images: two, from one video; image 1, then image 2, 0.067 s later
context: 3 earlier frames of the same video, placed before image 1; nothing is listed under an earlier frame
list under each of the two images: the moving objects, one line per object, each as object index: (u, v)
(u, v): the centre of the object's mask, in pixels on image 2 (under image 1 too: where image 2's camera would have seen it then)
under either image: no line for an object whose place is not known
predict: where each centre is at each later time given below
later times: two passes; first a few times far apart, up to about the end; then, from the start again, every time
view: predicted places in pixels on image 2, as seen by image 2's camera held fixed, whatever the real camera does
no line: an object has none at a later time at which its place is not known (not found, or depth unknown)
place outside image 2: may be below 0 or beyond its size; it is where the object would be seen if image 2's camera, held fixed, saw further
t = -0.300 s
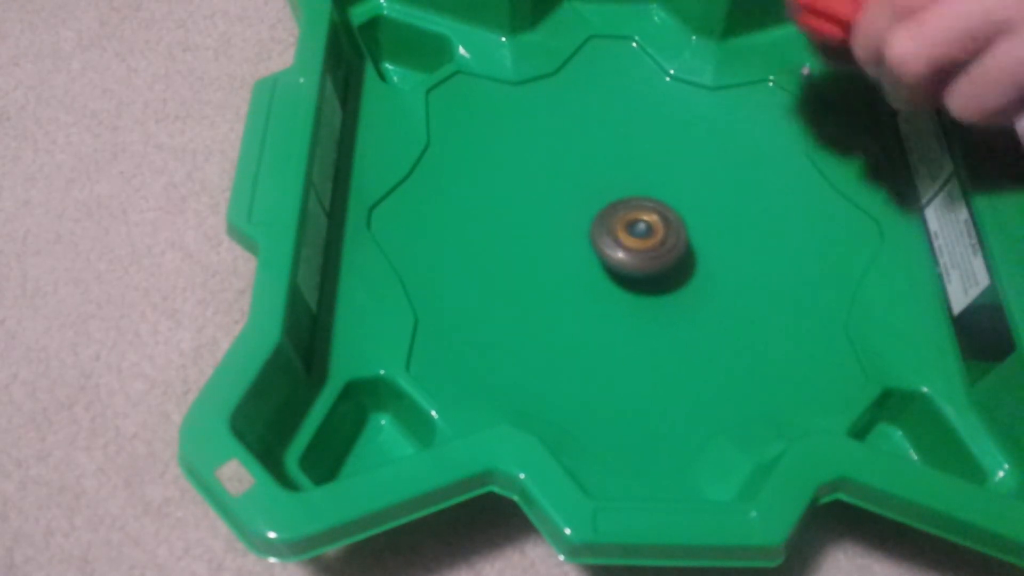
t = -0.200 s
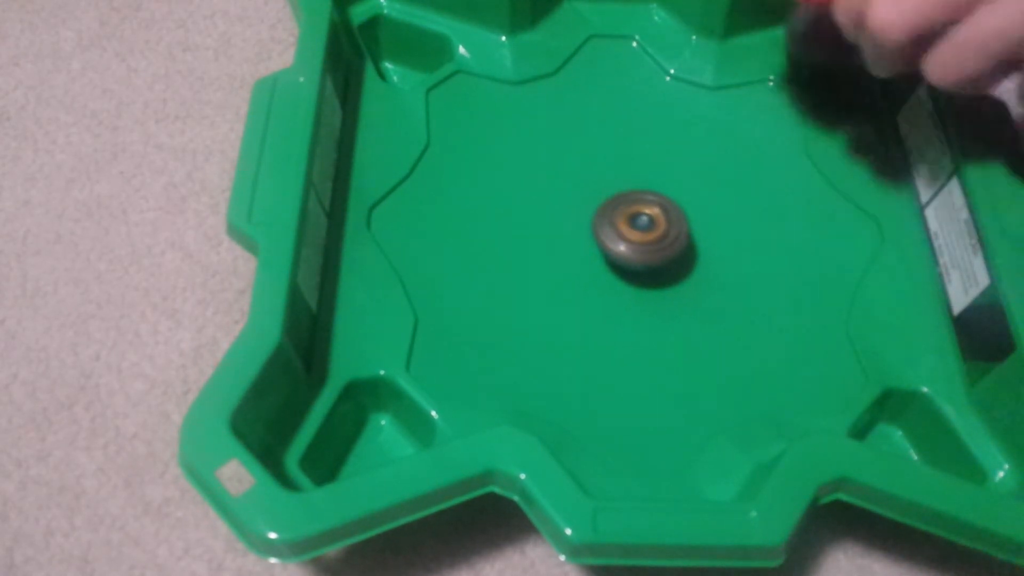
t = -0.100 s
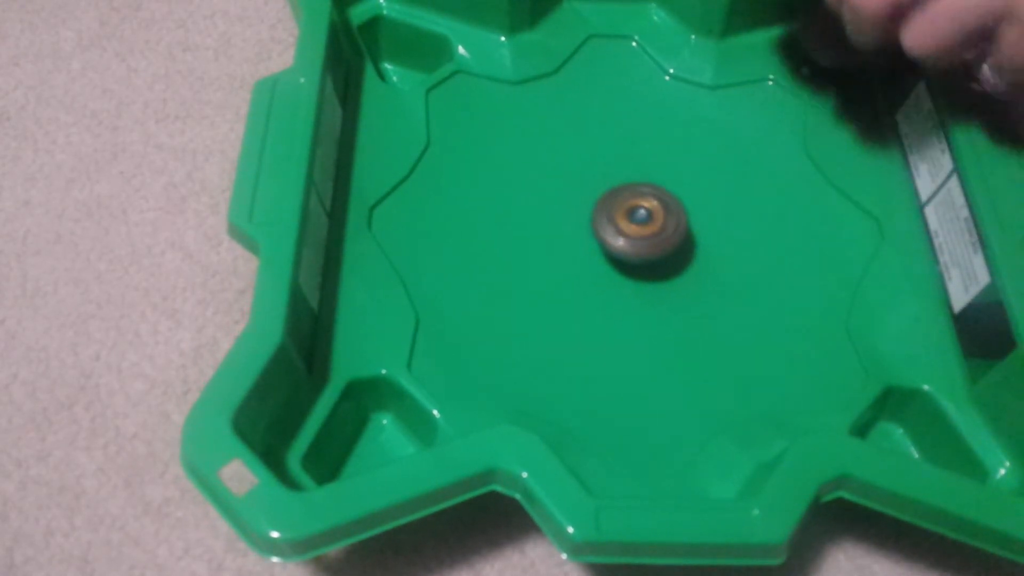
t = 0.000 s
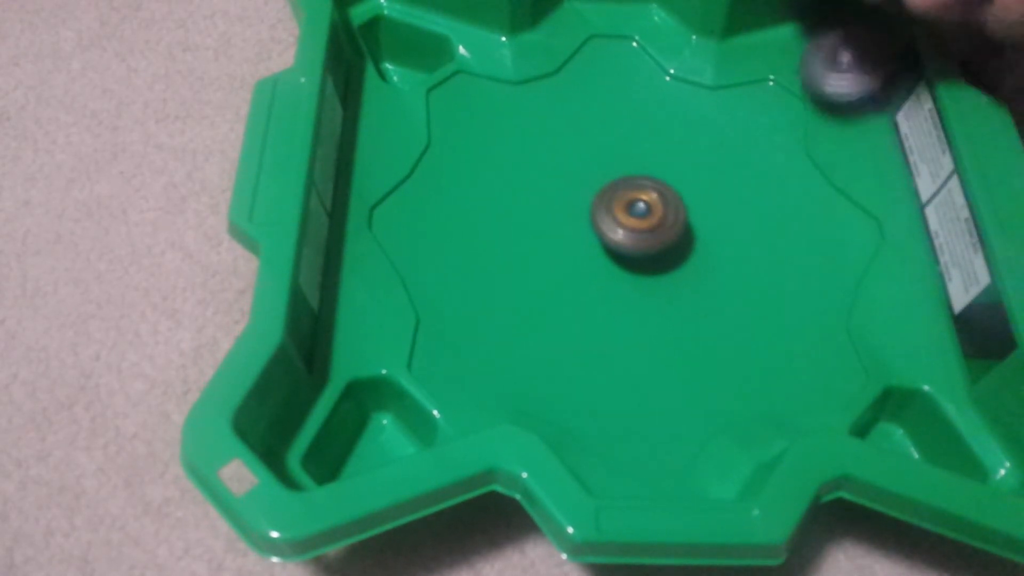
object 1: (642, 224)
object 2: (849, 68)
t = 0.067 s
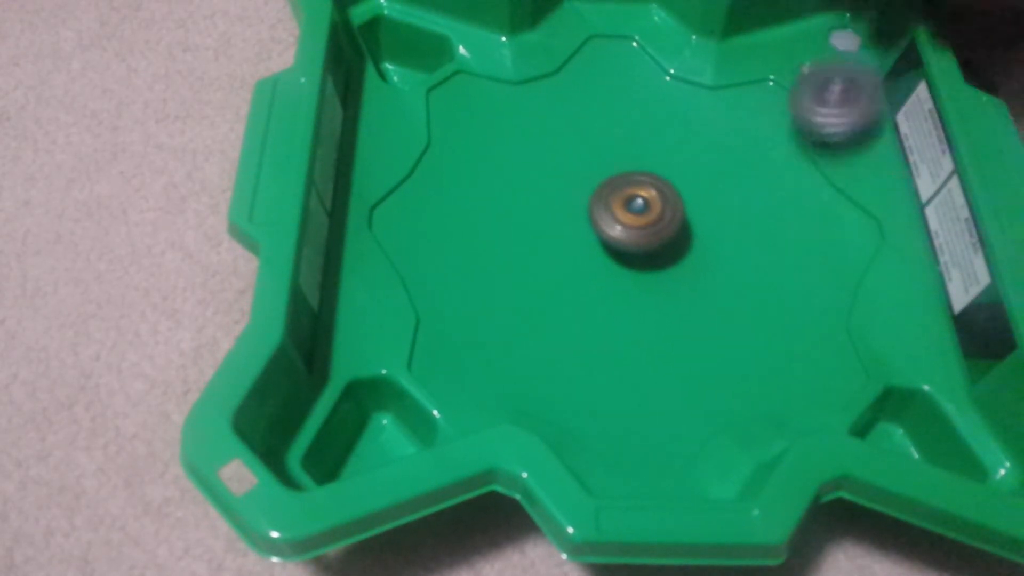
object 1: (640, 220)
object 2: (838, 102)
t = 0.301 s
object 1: (627, 210)
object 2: (684, 292)
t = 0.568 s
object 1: (614, 214)
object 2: (601, 415)
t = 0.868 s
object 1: (620, 234)
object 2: (627, 336)
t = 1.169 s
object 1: (665, 39)
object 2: (659, 409)
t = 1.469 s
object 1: (684, 272)
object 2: (526, 205)
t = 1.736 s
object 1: (678, 323)
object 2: (451, 137)
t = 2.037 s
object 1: (660, 299)
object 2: (647, 215)
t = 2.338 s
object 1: (628, 284)
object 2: (772, 126)
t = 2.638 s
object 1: (613, 257)
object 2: (681, 144)
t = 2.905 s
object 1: (509, 311)
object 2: (717, 173)
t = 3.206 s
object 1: (538, 320)
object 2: (843, 238)
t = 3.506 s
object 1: (645, 210)
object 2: (778, 289)
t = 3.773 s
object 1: (632, 145)
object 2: (631, 330)
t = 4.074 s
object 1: (607, 199)
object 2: (520, 328)
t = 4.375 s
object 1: (677, 282)
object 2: (499, 259)
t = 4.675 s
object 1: (687, 244)
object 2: (505, 166)
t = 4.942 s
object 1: (612, 218)
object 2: (528, 103)
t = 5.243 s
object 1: (604, 252)
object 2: (589, 88)
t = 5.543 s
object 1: (645, 232)
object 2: (706, 132)
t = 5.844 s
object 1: (619, 214)
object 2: (790, 181)
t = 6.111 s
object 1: (634, 240)
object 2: (783, 245)
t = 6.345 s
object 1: (647, 225)
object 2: (723, 310)
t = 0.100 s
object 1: (639, 219)
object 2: (825, 126)
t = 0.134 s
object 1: (638, 217)
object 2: (808, 157)
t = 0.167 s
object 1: (636, 215)
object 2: (784, 187)
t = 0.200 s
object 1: (634, 214)
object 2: (756, 211)
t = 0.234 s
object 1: (632, 213)
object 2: (728, 241)
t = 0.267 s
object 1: (628, 210)
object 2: (704, 267)
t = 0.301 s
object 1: (627, 210)
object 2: (684, 292)
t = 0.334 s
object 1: (626, 210)
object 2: (664, 317)
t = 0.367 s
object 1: (624, 210)
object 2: (648, 339)
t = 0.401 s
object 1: (621, 210)
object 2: (633, 358)
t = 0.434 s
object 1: (619, 210)
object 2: (622, 376)
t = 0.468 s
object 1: (618, 210)
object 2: (613, 392)
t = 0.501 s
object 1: (616, 211)
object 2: (607, 403)
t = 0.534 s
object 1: (615, 212)
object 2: (603, 410)
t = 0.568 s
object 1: (614, 214)
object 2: (601, 415)
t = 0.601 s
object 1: (614, 216)
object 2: (602, 416)
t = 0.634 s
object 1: (613, 218)
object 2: (604, 414)
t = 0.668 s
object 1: (613, 220)
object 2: (607, 409)
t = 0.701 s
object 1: (614, 223)
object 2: (611, 402)
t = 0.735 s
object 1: (614, 225)
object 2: (617, 392)
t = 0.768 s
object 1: (615, 227)
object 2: (620, 380)
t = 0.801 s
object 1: (616, 230)
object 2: (623, 366)
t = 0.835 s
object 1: (618, 232)
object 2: (626, 351)
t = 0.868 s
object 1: (620, 234)
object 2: (627, 336)
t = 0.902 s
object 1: (622, 235)
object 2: (627, 320)
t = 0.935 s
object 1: (624, 232)
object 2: (627, 310)
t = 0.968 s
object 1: (625, 189)
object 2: (628, 330)
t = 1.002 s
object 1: (625, 145)
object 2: (631, 368)
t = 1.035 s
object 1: (626, 110)
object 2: (636, 421)
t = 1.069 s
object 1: (634, 67)
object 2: (641, 437)
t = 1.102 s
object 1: (644, 29)
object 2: (650, 434)
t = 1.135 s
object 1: (659, 31)
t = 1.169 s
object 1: (665, 39)
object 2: (659, 409)
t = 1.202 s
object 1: (670, 55)
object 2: (657, 390)
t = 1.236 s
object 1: (674, 80)
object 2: (649, 366)
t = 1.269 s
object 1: (674, 113)
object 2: (638, 342)
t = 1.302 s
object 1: (673, 142)
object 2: (624, 316)
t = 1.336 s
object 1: (674, 174)
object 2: (609, 292)
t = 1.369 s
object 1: (672, 202)
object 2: (594, 268)
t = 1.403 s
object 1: (672, 231)
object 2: (575, 245)
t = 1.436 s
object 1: (678, 253)
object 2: (549, 224)
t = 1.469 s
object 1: (684, 272)
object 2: (526, 205)
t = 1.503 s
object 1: (686, 288)
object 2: (505, 185)
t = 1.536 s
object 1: (685, 298)
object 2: (487, 170)
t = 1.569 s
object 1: (683, 305)
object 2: (471, 157)
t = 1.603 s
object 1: (681, 311)
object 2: (458, 146)
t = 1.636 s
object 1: (680, 316)
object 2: (448, 138)
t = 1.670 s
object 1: (678, 319)
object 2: (441, 132)
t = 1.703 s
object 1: (678, 322)
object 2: (442, 131)
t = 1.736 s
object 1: (678, 323)
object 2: (451, 137)
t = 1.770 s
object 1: (679, 324)
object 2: (465, 149)
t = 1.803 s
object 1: (680, 323)
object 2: (482, 160)
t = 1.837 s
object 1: (679, 322)
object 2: (500, 169)
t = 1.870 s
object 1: (679, 319)
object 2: (520, 179)
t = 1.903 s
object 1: (677, 316)
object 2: (544, 189)
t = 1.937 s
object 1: (674, 312)
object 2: (569, 198)
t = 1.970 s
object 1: (671, 307)
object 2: (596, 209)
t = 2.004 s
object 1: (665, 303)
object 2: (622, 214)
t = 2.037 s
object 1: (660, 299)
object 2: (647, 215)
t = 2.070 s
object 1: (656, 300)
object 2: (676, 214)
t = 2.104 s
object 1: (648, 301)
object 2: (699, 205)
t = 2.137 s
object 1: (643, 299)
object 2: (719, 194)
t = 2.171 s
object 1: (637, 297)
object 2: (737, 183)
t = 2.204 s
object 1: (634, 293)
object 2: (750, 170)
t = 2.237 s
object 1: (631, 290)
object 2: (761, 158)
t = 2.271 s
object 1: (630, 287)
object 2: (768, 146)
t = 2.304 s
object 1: (628, 285)
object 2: (772, 136)
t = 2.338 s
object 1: (628, 284)
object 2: (772, 126)
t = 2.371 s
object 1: (628, 282)
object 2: (770, 120)
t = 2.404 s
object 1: (627, 280)
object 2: (765, 114)
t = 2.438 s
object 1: (627, 277)
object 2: (757, 111)
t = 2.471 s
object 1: (625, 274)
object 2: (747, 110)
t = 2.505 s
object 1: (624, 271)
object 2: (735, 112)
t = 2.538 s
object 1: (622, 267)
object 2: (722, 117)
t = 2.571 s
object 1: (620, 265)
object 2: (709, 124)
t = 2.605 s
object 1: (617, 260)
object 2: (695, 134)
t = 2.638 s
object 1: (613, 257)
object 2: (681, 144)
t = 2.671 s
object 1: (610, 254)
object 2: (668, 157)
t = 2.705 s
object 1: (605, 251)
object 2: (655, 171)
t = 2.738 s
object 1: (602, 250)
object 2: (645, 181)
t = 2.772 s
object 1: (583, 259)
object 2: (647, 190)
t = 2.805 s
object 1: (559, 278)
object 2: (664, 181)
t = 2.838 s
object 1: (538, 293)
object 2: (682, 175)
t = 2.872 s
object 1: (520, 305)
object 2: (698, 172)
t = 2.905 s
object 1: (509, 311)
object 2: (717, 173)
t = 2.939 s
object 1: (501, 317)
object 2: (736, 176)
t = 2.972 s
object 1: (498, 321)
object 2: (752, 183)
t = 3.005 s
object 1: (497, 324)
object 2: (771, 188)
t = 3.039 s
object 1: (498, 326)
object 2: (788, 197)
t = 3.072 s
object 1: (503, 327)
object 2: (802, 207)
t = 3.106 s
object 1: (509, 327)
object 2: (816, 214)
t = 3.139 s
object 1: (518, 326)
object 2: (828, 223)
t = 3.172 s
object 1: (527, 324)
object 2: (837, 231)
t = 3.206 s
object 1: (538, 320)
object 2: (843, 238)
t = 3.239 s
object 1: (549, 315)
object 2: (847, 245)
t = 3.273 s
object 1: (562, 307)
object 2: (848, 251)
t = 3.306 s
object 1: (577, 296)
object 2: (847, 256)
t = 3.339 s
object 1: (591, 284)
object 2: (842, 263)
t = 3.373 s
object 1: (607, 270)
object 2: (833, 267)
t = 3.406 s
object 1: (618, 256)
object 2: (822, 273)
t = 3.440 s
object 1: (629, 240)
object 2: (810, 279)
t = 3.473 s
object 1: (638, 225)
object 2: (795, 283)
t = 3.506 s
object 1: (645, 210)
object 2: (778, 289)
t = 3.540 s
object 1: (650, 196)
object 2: (762, 295)
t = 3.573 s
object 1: (652, 183)
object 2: (742, 301)
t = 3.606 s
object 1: (653, 172)
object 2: (725, 306)
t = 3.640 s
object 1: (651, 162)
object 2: (706, 311)
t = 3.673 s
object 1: (647, 155)
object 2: (686, 318)
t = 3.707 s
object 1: (643, 150)
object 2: (667, 322)
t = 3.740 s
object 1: (637, 146)
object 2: (648, 327)
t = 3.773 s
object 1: (632, 145)
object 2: (631, 330)
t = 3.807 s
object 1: (627, 144)
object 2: (612, 333)
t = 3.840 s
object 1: (622, 145)
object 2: (597, 336)
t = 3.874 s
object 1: (617, 148)
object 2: (582, 337)
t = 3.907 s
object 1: (613, 152)
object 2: (568, 338)
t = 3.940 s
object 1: (610, 159)
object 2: (555, 337)
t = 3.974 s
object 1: (607, 166)
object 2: (544, 337)
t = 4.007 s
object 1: (606, 176)
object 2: (535, 335)
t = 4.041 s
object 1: (606, 187)
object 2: (527, 332)
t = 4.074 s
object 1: (607, 199)
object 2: (520, 328)
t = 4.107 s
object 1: (610, 212)
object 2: (514, 323)
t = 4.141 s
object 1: (615, 226)
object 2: (510, 317)
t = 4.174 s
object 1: (622, 238)
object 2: (507, 311)
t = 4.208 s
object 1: (630, 250)
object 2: (504, 304)
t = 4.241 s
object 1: (639, 260)
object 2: (502, 296)
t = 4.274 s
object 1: (649, 268)
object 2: (500, 288)
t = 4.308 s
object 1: (659, 275)
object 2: (500, 279)
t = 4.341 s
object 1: (668, 280)
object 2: (499, 270)
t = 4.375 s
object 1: (677, 282)
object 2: (499, 259)
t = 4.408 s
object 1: (685, 282)
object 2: (499, 250)
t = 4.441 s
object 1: (690, 280)
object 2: (499, 239)
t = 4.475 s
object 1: (695, 277)
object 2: (500, 229)
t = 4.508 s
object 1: (698, 273)
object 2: (499, 217)
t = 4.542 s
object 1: (698, 269)
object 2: (500, 206)
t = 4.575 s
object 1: (698, 263)
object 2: (501, 196)
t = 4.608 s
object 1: (696, 257)
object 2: (502, 186)
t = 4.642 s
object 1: (691, 252)
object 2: (504, 176)
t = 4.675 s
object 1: (687, 244)
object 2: (505, 166)
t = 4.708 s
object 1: (679, 238)
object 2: (507, 157)
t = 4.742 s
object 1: (671, 232)
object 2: (509, 147)
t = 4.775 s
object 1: (661, 227)
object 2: (512, 139)
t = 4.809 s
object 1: (651, 222)
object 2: (515, 132)
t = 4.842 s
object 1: (641, 220)
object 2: (517, 123)
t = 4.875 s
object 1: (631, 218)
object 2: (521, 116)
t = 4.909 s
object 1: (620, 217)
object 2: (524, 109)
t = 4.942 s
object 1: (612, 218)
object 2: (528, 103)
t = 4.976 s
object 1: (605, 220)
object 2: (533, 97)
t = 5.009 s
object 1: (599, 222)
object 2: (538, 92)
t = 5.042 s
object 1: (594, 227)
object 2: (543, 86)
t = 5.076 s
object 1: (593, 231)
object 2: (549, 85)
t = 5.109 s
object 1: (592, 236)
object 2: (554, 82)
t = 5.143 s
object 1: (592, 241)
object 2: (562, 83)
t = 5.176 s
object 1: (595, 245)
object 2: (569, 82)
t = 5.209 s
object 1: (599, 249)
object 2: (579, 86)
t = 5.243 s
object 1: (604, 252)
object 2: (589, 88)
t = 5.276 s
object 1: (610, 254)
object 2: (600, 91)
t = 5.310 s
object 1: (615, 254)
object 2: (612, 95)
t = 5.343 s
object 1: (622, 254)
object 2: (626, 100)
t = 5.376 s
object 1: (629, 252)
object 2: (639, 105)
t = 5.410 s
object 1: (634, 249)
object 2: (653, 111)
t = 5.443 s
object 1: (638, 246)
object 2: (667, 116)
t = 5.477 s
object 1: (642, 242)
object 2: (680, 122)
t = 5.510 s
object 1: (644, 236)
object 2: (694, 127)
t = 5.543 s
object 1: (645, 232)
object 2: (706, 132)
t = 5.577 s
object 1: (645, 226)
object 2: (718, 137)
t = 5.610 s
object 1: (644, 220)
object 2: (731, 142)
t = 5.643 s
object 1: (640, 217)
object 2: (741, 148)
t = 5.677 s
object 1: (636, 215)
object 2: (752, 154)
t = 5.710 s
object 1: (632, 212)
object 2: (762, 159)
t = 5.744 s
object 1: (628, 210)
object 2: (770, 164)
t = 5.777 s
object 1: (624, 211)
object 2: (779, 170)
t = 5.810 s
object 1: (621, 212)
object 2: (785, 176)
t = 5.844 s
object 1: (619, 214)
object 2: (790, 181)
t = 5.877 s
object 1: (616, 217)
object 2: (794, 187)
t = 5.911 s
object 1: (616, 221)
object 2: (797, 193)
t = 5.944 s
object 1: (617, 225)
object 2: (800, 202)
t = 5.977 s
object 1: (618, 229)
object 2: (799, 210)
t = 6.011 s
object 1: (620, 233)
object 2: (797, 219)
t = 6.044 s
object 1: (625, 236)
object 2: (793, 226)
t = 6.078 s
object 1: (630, 238)
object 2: (788, 235)
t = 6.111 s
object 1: (634, 240)
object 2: (783, 245)
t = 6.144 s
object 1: (639, 240)
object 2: (776, 255)
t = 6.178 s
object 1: (643, 239)
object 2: (770, 267)
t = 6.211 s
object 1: (645, 237)
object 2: (761, 277)
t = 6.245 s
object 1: (647, 234)
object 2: (751, 284)
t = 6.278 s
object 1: (650, 231)
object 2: (742, 294)
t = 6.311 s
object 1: (649, 227)
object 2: (733, 303)
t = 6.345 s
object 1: (647, 225)
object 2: (723, 310)
